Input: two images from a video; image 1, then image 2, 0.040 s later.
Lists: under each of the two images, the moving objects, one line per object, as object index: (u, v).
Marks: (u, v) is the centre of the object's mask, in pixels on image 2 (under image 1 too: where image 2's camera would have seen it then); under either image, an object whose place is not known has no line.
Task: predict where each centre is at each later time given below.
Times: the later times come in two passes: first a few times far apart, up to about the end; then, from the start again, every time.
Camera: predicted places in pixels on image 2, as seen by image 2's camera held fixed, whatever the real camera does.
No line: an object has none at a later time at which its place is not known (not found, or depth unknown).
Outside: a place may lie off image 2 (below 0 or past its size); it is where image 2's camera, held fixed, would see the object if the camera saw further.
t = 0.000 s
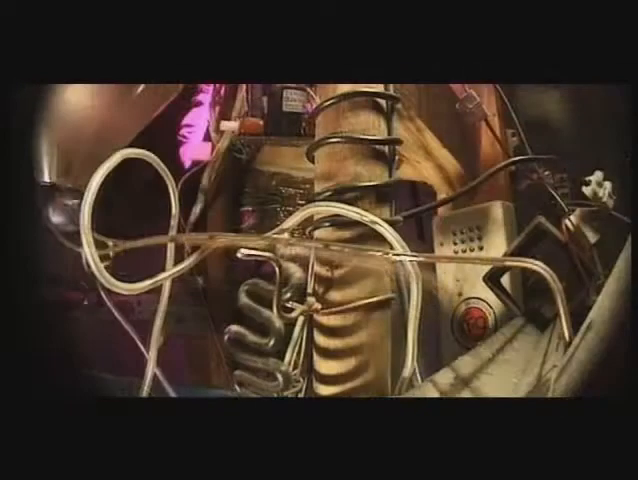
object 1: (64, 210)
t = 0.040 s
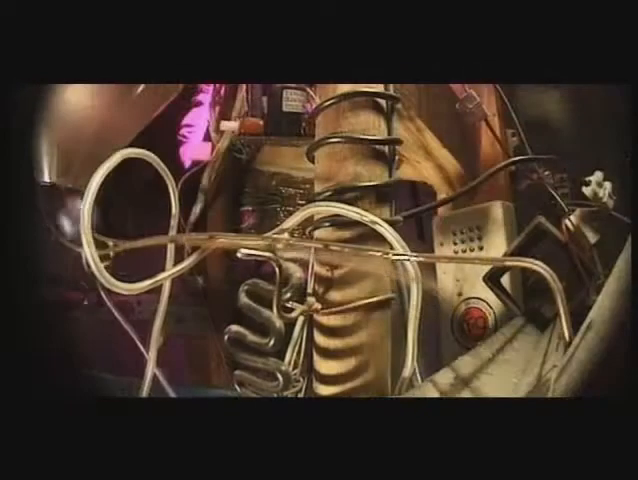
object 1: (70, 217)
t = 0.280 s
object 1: (165, 211)
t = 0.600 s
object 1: (388, 196)
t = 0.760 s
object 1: (488, 349)
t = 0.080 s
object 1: (91, 223)
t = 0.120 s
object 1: (110, 223)
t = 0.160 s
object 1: (121, 221)
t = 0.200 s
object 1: (136, 216)
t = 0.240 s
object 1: (148, 214)
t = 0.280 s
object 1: (165, 211)
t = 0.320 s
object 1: (183, 208)
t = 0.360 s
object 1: (200, 207)
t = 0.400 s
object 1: (218, 206)
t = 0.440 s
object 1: (236, 206)
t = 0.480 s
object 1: (261, 204)
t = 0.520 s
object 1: (294, 190)
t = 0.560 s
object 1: (332, 192)
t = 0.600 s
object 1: (388, 196)
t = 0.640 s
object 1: (446, 212)
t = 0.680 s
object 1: (513, 262)
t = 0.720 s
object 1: (520, 301)
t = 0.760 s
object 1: (488, 349)
